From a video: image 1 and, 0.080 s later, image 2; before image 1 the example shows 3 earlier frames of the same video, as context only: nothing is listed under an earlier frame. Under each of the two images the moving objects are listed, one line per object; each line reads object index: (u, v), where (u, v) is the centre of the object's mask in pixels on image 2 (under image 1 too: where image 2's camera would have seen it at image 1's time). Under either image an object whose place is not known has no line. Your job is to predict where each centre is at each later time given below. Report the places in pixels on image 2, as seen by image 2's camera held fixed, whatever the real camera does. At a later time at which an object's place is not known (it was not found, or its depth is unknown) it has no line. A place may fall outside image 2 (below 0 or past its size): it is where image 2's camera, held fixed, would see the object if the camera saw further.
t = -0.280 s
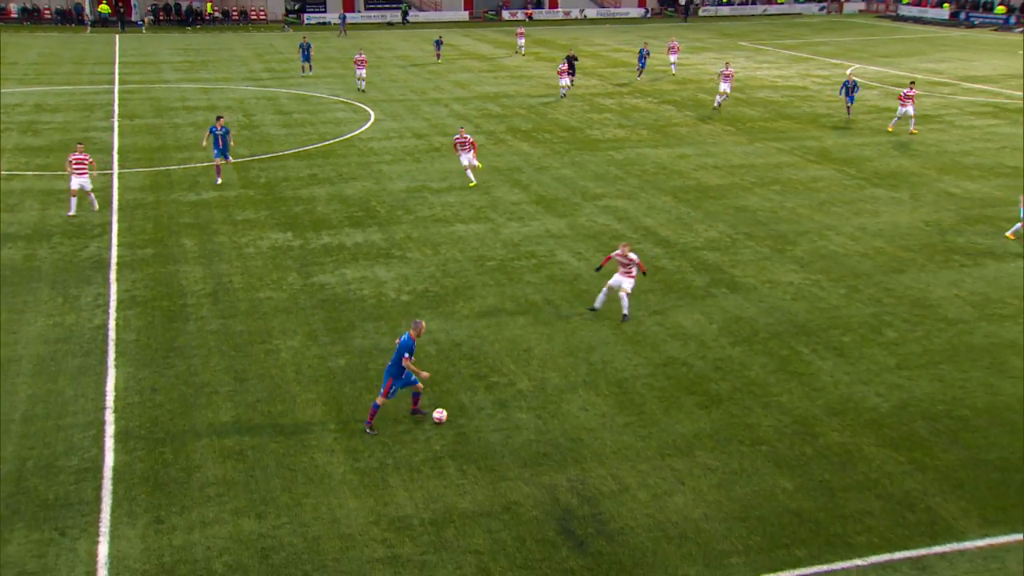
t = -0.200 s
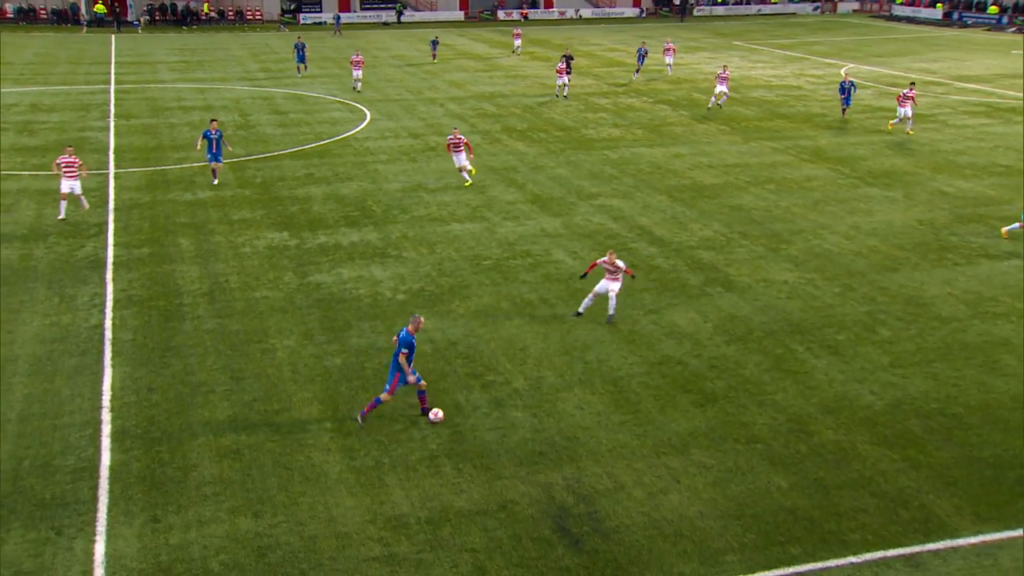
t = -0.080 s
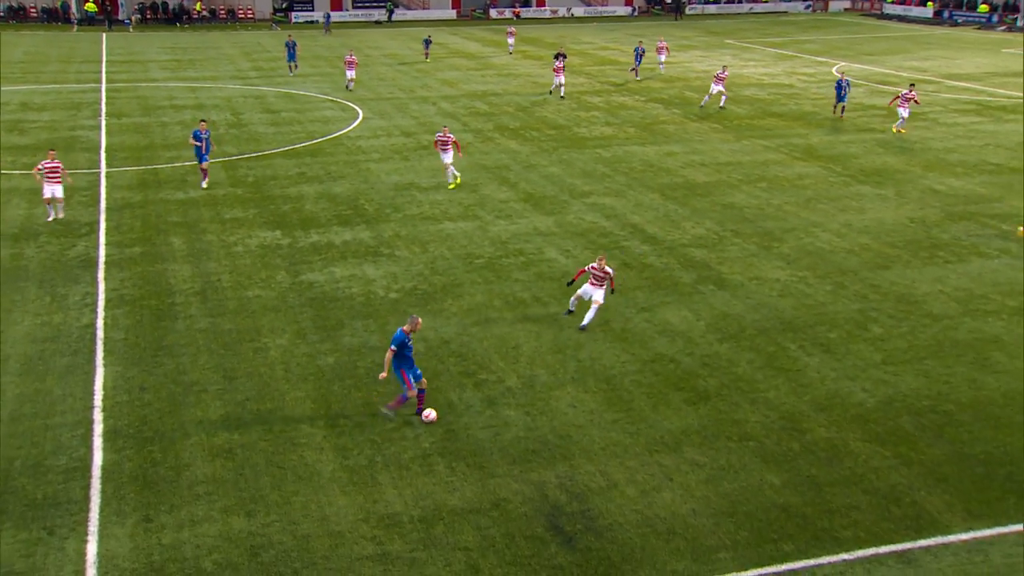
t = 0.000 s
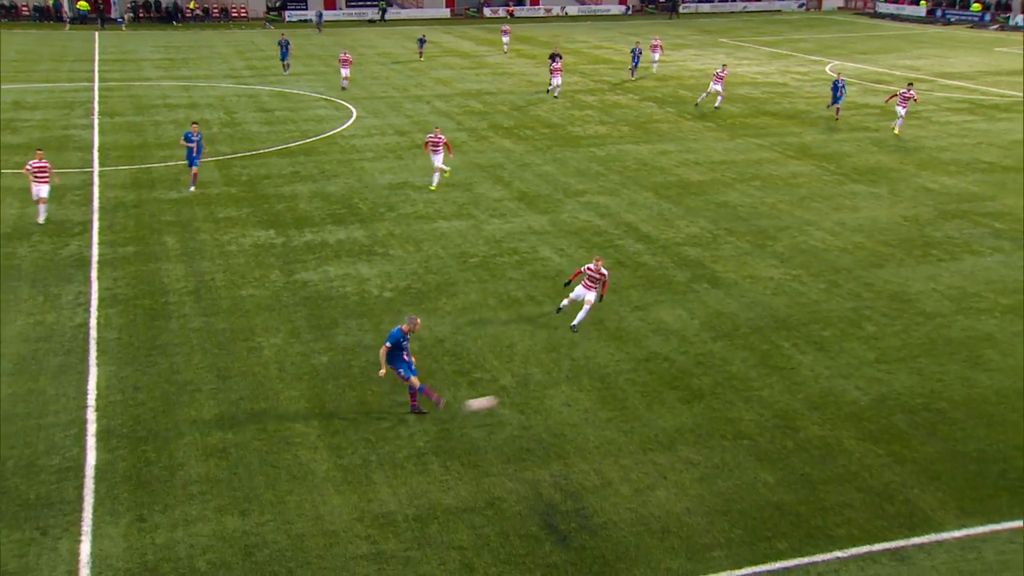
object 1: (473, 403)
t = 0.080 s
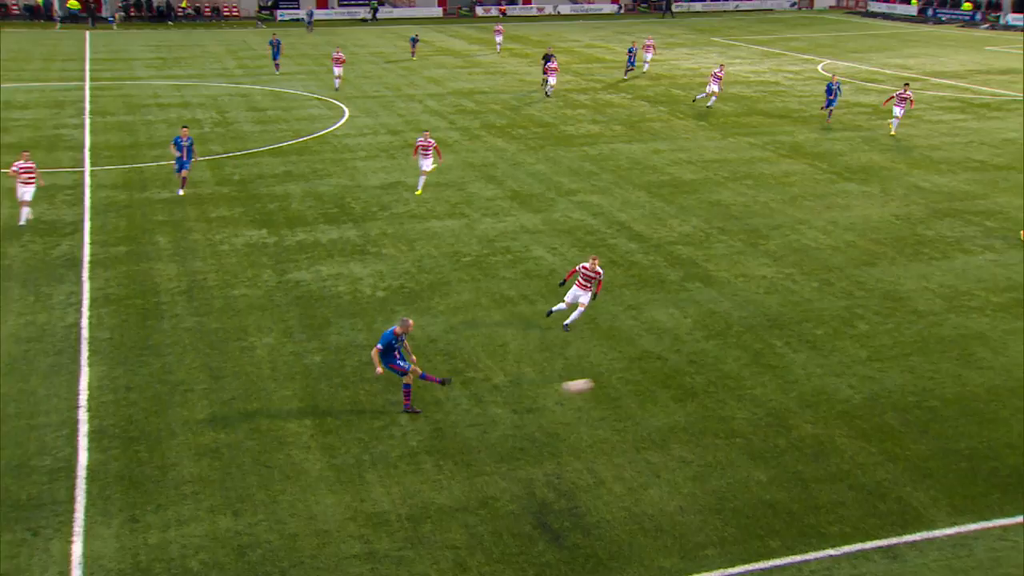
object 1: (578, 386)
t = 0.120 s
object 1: (627, 379)
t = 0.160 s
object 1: (676, 373)
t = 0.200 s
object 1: (723, 367)
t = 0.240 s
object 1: (770, 364)
